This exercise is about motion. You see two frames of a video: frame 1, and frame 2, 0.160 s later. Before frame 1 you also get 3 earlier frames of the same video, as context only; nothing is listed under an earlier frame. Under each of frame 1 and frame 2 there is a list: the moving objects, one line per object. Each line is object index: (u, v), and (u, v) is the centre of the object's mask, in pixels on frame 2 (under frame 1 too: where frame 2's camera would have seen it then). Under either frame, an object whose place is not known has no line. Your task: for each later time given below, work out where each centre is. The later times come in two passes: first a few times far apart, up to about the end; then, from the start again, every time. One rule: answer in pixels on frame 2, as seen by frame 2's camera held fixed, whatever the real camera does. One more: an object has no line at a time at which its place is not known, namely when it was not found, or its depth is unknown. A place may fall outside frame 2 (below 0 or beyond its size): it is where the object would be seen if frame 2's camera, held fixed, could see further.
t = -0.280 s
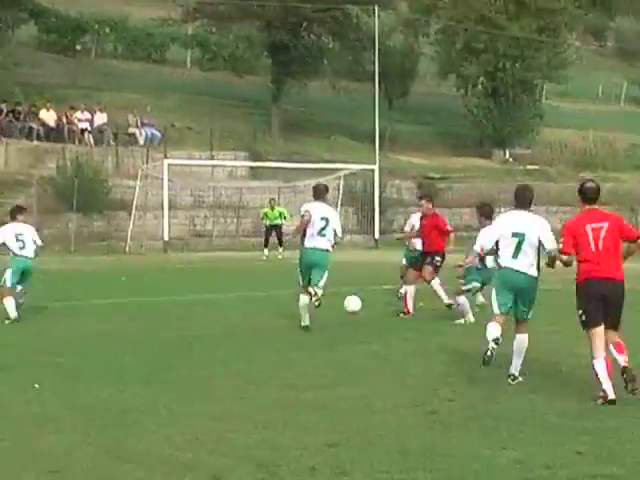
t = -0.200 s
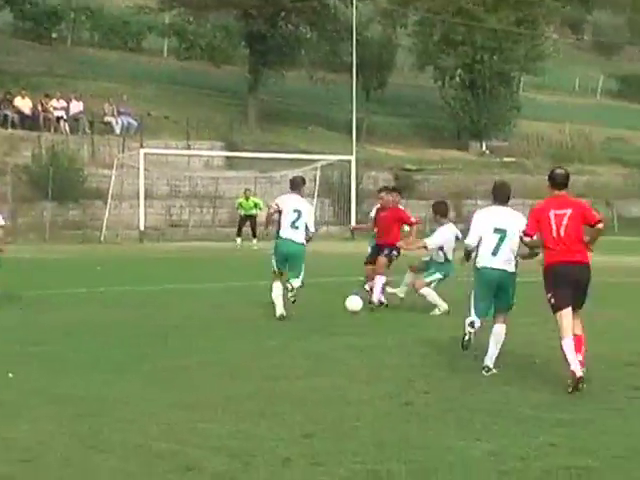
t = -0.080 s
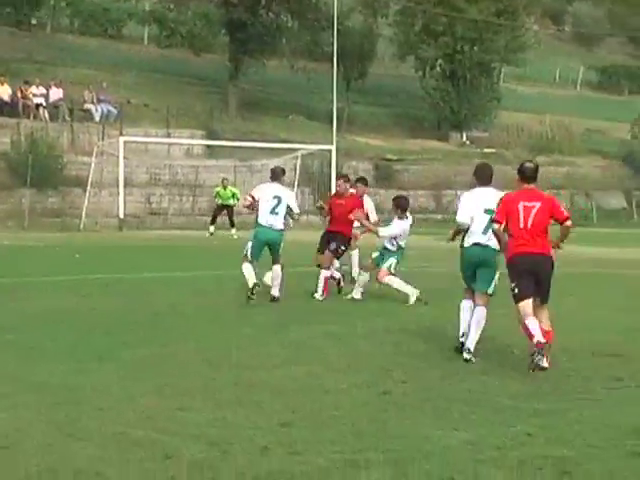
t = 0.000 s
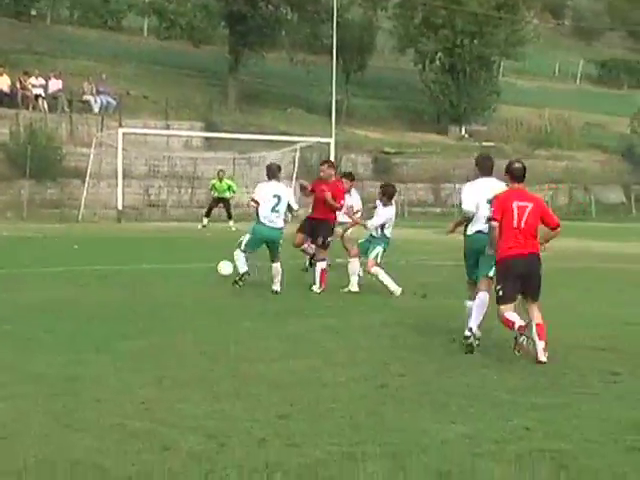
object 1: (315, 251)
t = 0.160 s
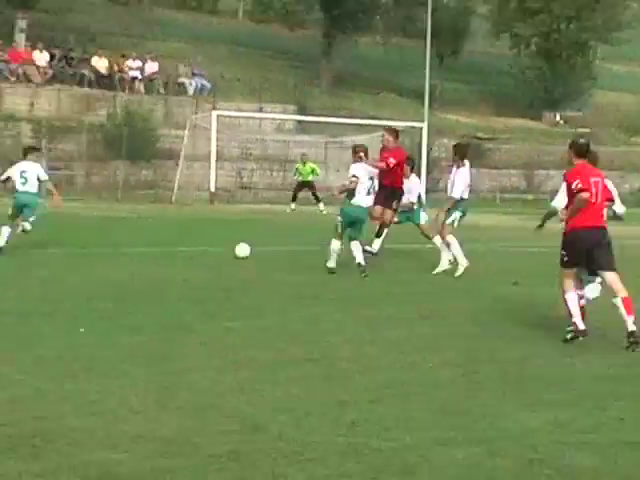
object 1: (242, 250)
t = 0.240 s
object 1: (215, 241)
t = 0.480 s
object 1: (148, 238)
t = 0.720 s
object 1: (111, 233)
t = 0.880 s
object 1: (93, 228)
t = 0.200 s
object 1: (228, 245)
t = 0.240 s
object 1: (215, 241)
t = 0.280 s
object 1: (202, 239)
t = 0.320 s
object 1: (190, 238)
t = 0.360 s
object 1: (179, 238)
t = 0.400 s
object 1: (167, 239)
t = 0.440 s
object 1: (156, 241)
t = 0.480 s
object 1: (148, 238)
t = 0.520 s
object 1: (142, 235)
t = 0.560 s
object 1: (135, 232)
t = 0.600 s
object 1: (129, 231)
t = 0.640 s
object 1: (123, 231)
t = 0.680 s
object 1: (117, 232)
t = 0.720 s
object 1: (111, 233)
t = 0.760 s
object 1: (107, 232)
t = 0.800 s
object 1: (102, 230)
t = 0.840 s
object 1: (98, 229)
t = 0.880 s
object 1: (93, 228)
